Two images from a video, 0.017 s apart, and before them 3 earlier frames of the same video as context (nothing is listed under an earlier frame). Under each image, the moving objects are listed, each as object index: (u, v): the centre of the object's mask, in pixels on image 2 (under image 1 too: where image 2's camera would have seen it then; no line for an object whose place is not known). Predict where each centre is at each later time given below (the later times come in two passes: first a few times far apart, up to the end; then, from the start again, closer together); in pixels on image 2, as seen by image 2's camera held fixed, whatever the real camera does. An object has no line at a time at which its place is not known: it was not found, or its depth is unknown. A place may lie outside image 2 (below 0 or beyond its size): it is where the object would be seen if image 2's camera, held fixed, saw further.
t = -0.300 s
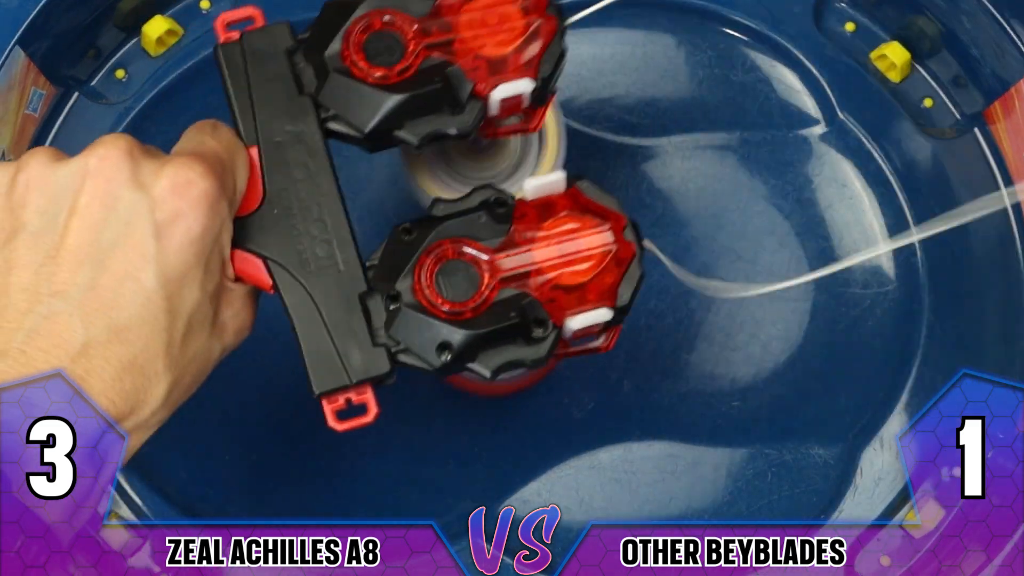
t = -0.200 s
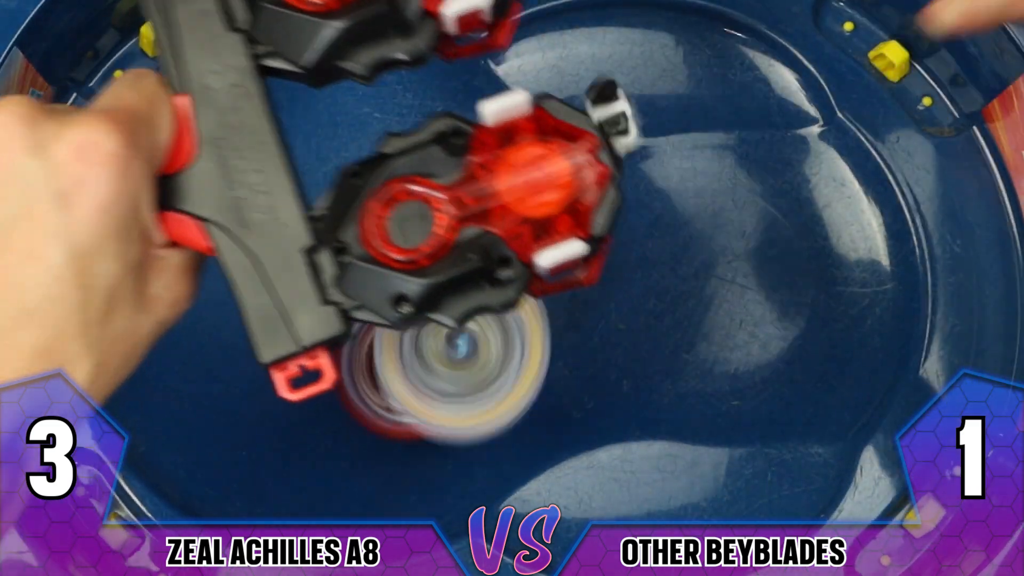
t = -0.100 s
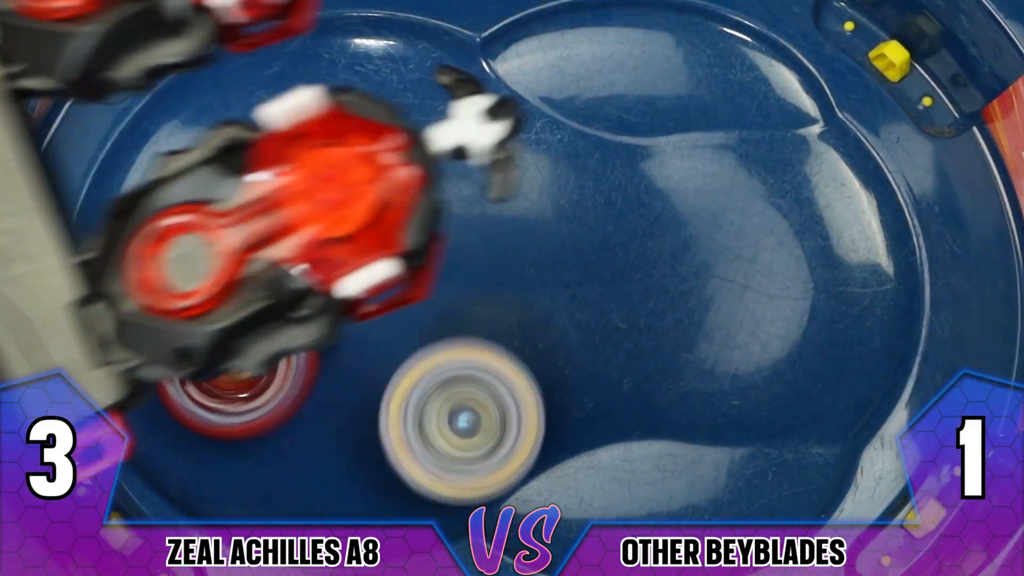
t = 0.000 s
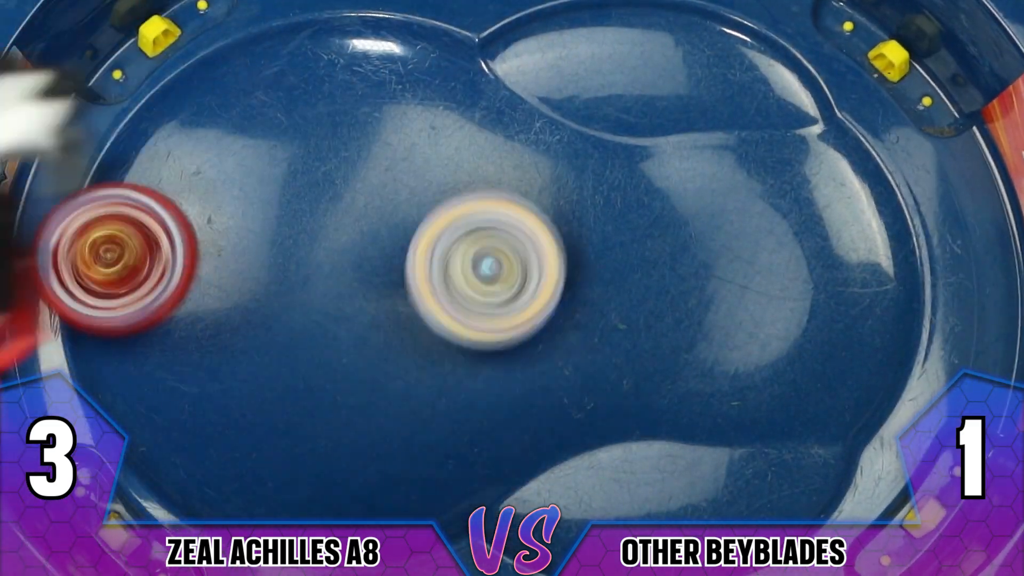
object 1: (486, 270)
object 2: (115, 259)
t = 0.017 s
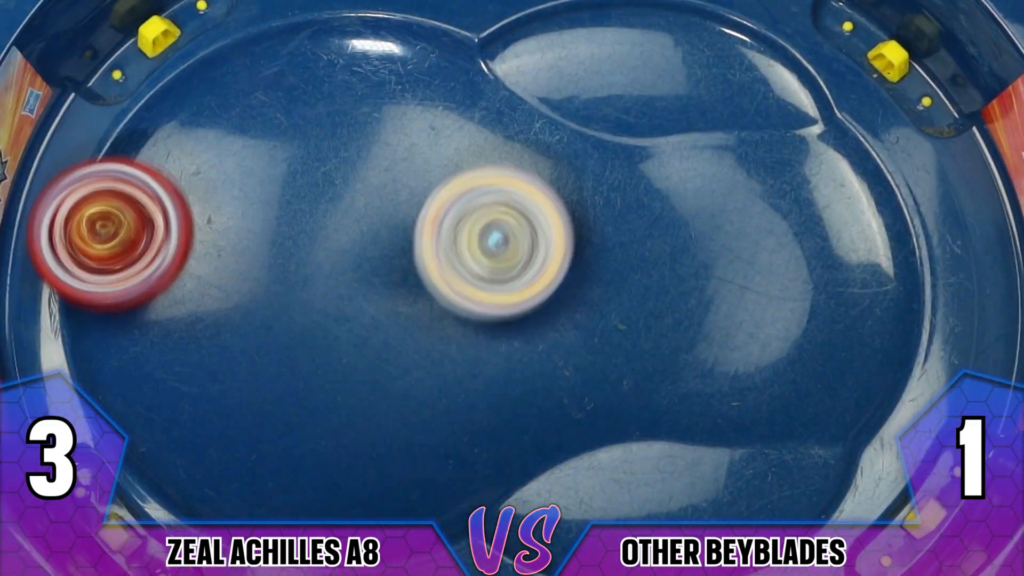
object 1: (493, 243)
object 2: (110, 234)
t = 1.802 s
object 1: (578, 26)
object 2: (516, 467)
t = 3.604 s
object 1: (358, 375)
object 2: (492, 244)
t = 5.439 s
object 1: (552, 327)
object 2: (751, 264)
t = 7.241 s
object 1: (317, 244)
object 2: (353, 415)
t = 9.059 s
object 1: (217, 317)
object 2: (581, 202)
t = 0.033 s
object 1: (502, 214)
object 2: (109, 208)
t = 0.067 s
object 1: (516, 155)
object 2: (120, 156)
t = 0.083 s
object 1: (516, 124)
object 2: (133, 131)
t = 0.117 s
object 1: (511, 70)
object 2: (172, 84)
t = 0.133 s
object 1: (506, 55)
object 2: (199, 67)
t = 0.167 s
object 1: (507, 40)
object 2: (266, 49)
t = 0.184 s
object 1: (509, 37)
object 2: (306, 45)
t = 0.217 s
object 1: (528, 32)
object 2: (382, 48)
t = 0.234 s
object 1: (576, 27)
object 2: (386, 59)
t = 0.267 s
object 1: (671, 23)
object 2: (396, 97)
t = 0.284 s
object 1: (718, 21)
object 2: (404, 124)
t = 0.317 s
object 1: (796, 31)
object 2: (420, 186)
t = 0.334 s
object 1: (834, 38)
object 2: (423, 218)
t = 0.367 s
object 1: (896, 69)
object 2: (419, 279)
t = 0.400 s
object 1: (943, 130)
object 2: (404, 337)
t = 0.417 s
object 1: (954, 167)
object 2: (392, 365)
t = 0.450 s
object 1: (966, 245)
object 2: (359, 413)
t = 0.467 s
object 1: (966, 287)
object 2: (337, 433)
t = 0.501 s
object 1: (952, 342)
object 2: (290, 455)
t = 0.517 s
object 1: (936, 372)
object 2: (266, 459)
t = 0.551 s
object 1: (870, 463)
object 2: (214, 463)
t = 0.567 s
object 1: (855, 480)
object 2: (196, 455)
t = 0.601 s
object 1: (798, 496)
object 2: (157, 440)
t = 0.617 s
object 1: (763, 502)
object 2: (145, 425)
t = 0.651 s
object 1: (687, 505)
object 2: (117, 386)
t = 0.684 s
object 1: (612, 504)
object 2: (102, 336)
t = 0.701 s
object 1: (579, 498)
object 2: (97, 315)
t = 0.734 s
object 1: (533, 479)
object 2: (99, 259)
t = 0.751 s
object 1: (513, 466)
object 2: (104, 228)
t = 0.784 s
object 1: (475, 437)
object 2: (124, 163)
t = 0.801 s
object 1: (458, 424)
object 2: (144, 132)
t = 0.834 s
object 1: (430, 380)
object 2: (203, 79)
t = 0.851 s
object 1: (416, 355)
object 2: (237, 64)
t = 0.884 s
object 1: (384, 300)
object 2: (314, 51)
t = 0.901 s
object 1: (366, 274)
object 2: (356, 51)
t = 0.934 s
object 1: (322, 224)
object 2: (440, 64)
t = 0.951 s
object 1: (295, 201)
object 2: (478, 79)
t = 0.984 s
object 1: (242, 164)
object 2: (551, 136)
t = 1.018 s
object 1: (193, 139)
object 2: (614, 201)
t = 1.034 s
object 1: (170, 131)
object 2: (640, 236)
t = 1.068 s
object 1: (129, 125)
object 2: (682, 306)
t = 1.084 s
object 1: (114, 128)
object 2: (700, 342)
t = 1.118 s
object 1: (95, 147)
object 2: (722, 411)
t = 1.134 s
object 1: (92, 160)
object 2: (728, 439)
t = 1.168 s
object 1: (98, 198)
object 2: (732, 475)
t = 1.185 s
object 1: (106, 220)
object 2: (728, 487)
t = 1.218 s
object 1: (131, 270)
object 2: (712, 502)
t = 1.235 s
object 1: (146, 296)
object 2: (698, 503)
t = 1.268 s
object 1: (182, 350)
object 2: (665, 505)
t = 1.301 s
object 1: (230, 400)
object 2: (613, 517)
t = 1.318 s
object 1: (263, 418)
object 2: (602, 521)
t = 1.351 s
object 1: (334, 440)
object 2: (566, 523)
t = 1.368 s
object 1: (369, 441)
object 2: (557, 524)
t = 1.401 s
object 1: (437, 430)
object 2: (553, 534)
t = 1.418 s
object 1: (469, 418)
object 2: (520, 539)
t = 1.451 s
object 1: (526, 387)
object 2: (509, 533)
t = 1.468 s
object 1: (553, 366)
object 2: (508, 535)
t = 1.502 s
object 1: (598, 315)
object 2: (508, 530)
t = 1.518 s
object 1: (616, 288)
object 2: (511, 529)
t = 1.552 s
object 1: (643, 233)
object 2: (522, 533)
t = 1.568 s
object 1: (651, 206)
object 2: (519, 525)
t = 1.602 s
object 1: (665, 148)
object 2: (532, 512)
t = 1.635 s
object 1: (666, 94)
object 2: (556, 525)
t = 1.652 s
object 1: (664, 72)
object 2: (558, 523)
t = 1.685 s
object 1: (658, 45)
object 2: (546, 507)
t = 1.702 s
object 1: (652, 34)
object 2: (546, 507)
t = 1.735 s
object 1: (635, 22)
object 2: (533, 505)
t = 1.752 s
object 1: (621, 21)
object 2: (529, 501)
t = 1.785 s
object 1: (593, 22)
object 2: (523, 481)
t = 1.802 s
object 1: (578, 26)
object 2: (516, 467)
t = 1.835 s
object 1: (550, 27)
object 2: (501, 431)
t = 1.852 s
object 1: (536, 30)
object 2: (494, 412)
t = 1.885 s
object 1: (507, 31)
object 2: (469, 368)
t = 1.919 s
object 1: (486, 32)
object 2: (447, 329)
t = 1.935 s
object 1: (478, 32)
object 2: (439, 313)
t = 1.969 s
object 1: (467, 29)
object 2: (421, 284)
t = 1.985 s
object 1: (463, 28)
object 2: (415, 272)
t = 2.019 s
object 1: (464, 24)
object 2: (407, 255)
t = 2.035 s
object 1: (469, 20)
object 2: (404, 246)
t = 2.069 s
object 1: (475, 17)
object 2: (406, 233)
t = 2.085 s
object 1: (480, 19)
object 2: (409, 230)
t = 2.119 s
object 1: (500, 21)
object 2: (420, 223)
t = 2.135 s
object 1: (511, 21)
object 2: (427, 221)
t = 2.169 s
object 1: (534, 23)
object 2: (439, 220)
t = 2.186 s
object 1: (546, 26)
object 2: (445, 219)
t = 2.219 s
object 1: (564, 33)
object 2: (457, 220)
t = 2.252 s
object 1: (580, 46)
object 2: (464, 225)
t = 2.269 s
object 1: (590, 58)
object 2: (468, 228)
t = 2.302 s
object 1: (599, 78)
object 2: (472, 234)
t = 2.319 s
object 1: (603, 92)
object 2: (471, 237)
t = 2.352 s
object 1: (620, 121)
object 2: (467, 242)
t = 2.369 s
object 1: (626, 134)
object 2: (463, 245)
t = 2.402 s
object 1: (631, 165)
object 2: (454, 249)
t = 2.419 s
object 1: (631, 181)
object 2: (450, 251)
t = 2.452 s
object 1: (629, 206)
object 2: (436, 257)
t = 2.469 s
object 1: (626, 216)
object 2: (428, 259)
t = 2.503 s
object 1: (626, 232)
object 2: (412, 263)
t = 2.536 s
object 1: (629, 240)
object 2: (393, 263)
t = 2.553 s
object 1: (632, 245)
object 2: (387, 264)
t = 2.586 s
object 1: (641, 247)
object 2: (370, 263)
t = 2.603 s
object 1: (643, 248)
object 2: (361, 261)
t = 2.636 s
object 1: (652, 251)
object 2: (345, 259)
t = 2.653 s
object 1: (655, 253)
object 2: (337, 257)
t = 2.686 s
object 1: (660, 257)
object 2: (326, 253)
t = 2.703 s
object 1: (662, 259)
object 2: (320, 248)
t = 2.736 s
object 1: (663, 262)
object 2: (314, 238)
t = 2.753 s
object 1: (665, 264)
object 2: (312, 234)
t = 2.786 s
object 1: (667, 268)
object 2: (314, 219)
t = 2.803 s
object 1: (666, 270)
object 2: (319, 214)
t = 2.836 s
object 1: (666, 275)
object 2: (328, 201)
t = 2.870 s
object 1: (663, 278)
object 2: (342, 194)
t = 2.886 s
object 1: (663, 280)
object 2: (348, 192)
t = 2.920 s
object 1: (660, 283)
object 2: (362, 193)
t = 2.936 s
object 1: (658, 286)
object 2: (367, 195)
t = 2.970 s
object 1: (653, 290)
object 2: (378, 202)
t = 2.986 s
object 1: (649, 292)
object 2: (381, 207)
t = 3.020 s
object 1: (642, 295)
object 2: (383, 219)
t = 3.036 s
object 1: (638, 295)
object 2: (383, 227)
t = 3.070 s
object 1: (628, 298)
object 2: (374, 244)
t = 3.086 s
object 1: (623, 299)
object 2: (368, 251)
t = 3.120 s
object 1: (609, 302)
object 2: (351, 267)
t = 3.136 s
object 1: (602, 303)
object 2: (342, 274)
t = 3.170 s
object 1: (585, 304)
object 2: (320, 290)
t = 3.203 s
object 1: (568, 305)
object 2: (295, 299)
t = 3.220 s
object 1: (557, 306)
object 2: (283, 301)
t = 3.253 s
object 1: (537, 307)
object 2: (259, 292)
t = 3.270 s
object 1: (526, 306)
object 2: (252, 286)
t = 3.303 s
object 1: (503, 310)
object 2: (238, 263)
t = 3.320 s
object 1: (491, 311)
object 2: (236, 249)
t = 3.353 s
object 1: (465, 315)
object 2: (239, 217)
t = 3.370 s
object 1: (453, 318)
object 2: (247, 201)
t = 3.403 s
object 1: (426, 325)
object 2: (270, 170)
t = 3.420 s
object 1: (414, 329)
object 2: (289, 159)
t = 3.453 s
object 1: (392, 337)
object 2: (329, 143)
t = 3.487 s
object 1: (377, 346)
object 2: (374, 144)
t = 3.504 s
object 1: (368, 352)
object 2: (395, 149)
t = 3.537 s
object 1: (360, 361)
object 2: (437, 172)
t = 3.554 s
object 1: (358, 364)
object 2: (455, 188)
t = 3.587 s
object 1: (357, 373)
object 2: (483, 225)
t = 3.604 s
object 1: (358, 375)
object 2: (492, 244)
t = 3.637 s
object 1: (363, 379)
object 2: (501, 285)
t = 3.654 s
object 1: (361, 382)
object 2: (506, 303)
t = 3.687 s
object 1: (343, 397)
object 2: (532, 337)
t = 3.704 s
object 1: (338, 402)
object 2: (539, 352)
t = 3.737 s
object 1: (332, 412)
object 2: (546, 382)
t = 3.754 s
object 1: (332, 416)
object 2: (543, 393)
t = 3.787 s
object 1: (338, 422)
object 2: (530, 410)
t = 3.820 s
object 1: (340, 422)
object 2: (511, 418)
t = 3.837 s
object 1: (327, 421)
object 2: (513, 422)
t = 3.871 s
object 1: (308, 415)
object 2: (505, 421)
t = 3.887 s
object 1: (301, 414)
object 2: (497, 421)
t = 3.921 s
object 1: (288, 409)
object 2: (476, 415)
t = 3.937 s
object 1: (285, 409)
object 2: (459, 414)
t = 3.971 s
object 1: (256, 405)
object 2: (457, 404)
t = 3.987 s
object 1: (236, 402)
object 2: (463, 396)
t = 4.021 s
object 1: (207, 393)
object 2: (482, 380)
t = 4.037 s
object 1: (198, 390)
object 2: (495, 369)
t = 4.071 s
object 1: (184, 385)
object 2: (521, 347)
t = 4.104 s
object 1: (179, 380)
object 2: (553, 326)
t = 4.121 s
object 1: (182, 379)
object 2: (573, 314)
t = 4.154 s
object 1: (188, 377)
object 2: (612, 291)
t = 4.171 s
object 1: (196, 376)
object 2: (633, 280)
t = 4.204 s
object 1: (208, 374)
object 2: (675, 256)
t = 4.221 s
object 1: (216, 371)
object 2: (695, 243)
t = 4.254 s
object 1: (231, 359)
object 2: (736, 215)
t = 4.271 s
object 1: (238, 348)
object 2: (755, 201)
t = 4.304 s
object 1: (252, 325)
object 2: (795, 177)
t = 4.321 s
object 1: (256, 310)
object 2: (817, 167)
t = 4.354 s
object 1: (265, 280)
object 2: (857, 159)
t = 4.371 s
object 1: (267, 266)
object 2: (874, 162)
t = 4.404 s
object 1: (270, 232)
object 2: (899, 177)
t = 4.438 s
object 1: (269, 203)
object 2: (918, 196)
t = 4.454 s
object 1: (267, 191)
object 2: (927, 205)
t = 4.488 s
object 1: (260, 167)
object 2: (944, 214)
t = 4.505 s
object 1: (258, 158)
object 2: (948, 215)
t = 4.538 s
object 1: (248, 142)
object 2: (958, 212)
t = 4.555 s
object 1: (245, 137)
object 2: (962, 206)
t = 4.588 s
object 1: (234, 132)
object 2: (958, 198)
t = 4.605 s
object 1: (229, 130)
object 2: (954, 193)
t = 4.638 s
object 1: (220, 136)
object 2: (943, 175)
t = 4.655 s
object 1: (215, 144)
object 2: (933, 162)
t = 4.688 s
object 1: (205, 160)
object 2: (912, 134)
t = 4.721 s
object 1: (204, 189)
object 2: (887, 101)
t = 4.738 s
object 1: (209, 207)
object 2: (875, 85)
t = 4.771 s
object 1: (229, 238)
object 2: (849, 58)
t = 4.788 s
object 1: (246, 251)
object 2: (835, 49)
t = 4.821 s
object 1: (284, 272)
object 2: (810, 32)
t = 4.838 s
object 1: (304, 277)
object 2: (794, 30)
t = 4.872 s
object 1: (344, 281)
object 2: (757, 30)
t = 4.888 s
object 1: (361, 280)
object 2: (741, 31)
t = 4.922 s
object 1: (398, 271)
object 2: (707, 36)
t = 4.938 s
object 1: (417, 266)
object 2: (692, 42)
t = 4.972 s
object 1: (453, 248)
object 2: (667, 56)
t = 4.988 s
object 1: (471, 235)
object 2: (659, 62)
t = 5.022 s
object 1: (509, 210)
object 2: (639, 74)
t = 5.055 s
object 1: (523, 203)
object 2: (629, 68)
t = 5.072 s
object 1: (518, 209)
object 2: (637, 57)
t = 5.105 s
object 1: (516, 221)
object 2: (651, 47)
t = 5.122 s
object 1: (519, 226)
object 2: (661, 43)
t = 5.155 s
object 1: (524, 236)
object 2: (686, 40)
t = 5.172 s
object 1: (526, 241)
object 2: (699, 40)
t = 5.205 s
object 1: (537, 253)
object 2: (730, 46)
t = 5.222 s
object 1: (541, 260)
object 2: (746, 53)
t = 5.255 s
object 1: (547, 269)
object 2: (775, 71)
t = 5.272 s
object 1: (551, 275)
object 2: (783, 86)
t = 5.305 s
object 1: (555, 287)
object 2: (788, 123)
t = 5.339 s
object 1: (553, 297)
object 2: (788, 165)
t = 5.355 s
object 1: (552, 304)
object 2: (789, 186)
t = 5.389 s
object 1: (551, 313)
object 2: (781, 223)
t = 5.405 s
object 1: (551, 317)
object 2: (773, 238)
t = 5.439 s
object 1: (552, 327)
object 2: (751, 264)
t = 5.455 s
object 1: (553, 330)
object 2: (737, 276)
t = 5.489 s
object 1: (549, 336)
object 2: (707, 298)
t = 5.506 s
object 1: (533, 345)
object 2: (709, 304)
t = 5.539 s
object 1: (498, 360)
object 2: (713, 316)
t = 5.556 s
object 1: (480, 365)
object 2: (713, 324)
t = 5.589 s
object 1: (452, 378)
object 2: (710, 336)
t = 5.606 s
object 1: (440, 382)
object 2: (707, 342)
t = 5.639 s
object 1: (416, 389)
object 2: (698, 353)
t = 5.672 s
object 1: (395, 394)
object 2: (685, 361)
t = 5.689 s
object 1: (383, 395)
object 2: (676, 365)
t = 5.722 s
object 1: (364, 400)
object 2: (657, 369)
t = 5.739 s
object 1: (356, 401)
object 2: (644, 371)
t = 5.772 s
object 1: (337, 401)
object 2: (612, 373)
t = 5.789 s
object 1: (329, 402)
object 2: (592, 373)
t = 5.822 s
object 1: (316, 400)
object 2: (552, 371)
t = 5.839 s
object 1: (311, 401)
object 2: (531, 370)
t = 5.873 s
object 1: (304, 399)
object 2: (492, 362)
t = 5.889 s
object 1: (299, 396)
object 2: (476, 356)
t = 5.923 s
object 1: (291, 394)
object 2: (451, 338)
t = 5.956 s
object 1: (272, 388)
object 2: (446, 319)
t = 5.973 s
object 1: (266, 387)
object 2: (446, 309)
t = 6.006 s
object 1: (255, 380)
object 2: (450, 291)
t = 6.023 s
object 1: (250, 378)
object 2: (453, 282)
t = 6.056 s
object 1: (246, 370)
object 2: (457, 263)
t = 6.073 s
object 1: (245, 366)
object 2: (457, 255)
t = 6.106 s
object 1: (246, 356)
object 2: (456, 238)
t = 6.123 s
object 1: (245, 352)
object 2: (456, 231)
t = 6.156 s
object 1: (249, 339)
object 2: (457, 215)
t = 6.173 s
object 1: (248, 330)
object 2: (460, 208)
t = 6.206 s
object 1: (252, 314)
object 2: (466, 195)
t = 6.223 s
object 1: (252, 303)
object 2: (471, 187)
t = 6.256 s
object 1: (253, 285)
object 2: (483, 180)
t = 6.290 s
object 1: (252, 266)
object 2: (499, 175)
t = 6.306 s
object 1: (252, 256)
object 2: (505, 175)
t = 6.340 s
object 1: (246, 236)
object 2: (521, 177)
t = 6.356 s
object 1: (242, 229)
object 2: (528, 180)
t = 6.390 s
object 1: (235, 218)
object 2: (537, 187)
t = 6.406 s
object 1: (232, 215)
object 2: (541, 190)
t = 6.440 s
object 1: (227, 213)
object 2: (542, 198)
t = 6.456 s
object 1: (228, 215)
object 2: (540, 204)
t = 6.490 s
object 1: (233, 218)
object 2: (533, 216)
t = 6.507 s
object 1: (237, 224)
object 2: (529, 222)
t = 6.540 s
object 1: (249, 226)
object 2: (511, 234)
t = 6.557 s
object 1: (259, 229)
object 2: (501, 238)
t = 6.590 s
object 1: (278, 230)
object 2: (476, 250)
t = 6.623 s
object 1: (294, 224)
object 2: (452, 259)
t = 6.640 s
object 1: (290, 218)
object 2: (451, 264)
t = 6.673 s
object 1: (279, 206)
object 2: (450, 273)
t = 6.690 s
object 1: (274, 204)
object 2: (450, 279)
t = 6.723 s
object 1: (267, 205)
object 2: (452, 287)
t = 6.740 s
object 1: (264, 209)
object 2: (453, 293)
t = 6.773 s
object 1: (263, 216)
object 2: (453, 301)
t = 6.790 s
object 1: (266, 221)
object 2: (453, 306)
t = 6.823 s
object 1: (272, 230)
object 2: (450, 316)
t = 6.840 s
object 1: (279, 236)
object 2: (446, 322)
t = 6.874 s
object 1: (292, 243)
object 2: (436, 329)
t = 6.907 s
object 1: (297, 237)
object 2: (442, 343)
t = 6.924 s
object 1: (288, 229)
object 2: (454, 358)
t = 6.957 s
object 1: (271, 214)
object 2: (475, 383)
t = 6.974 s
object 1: (265, 210)
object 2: (480, 395)
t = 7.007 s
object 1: (250, 211)
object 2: (482, 413)
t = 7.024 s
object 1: (244, 214)
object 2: (480, 422)
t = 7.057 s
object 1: (237, 226)
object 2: (467, 434)
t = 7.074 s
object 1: (235, 230)
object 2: (459, 439)
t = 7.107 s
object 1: (243, 246)
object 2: (433, 447)
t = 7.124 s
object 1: (248, 253)
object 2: (420, 448)
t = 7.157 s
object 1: (263, 263)
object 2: (389, 448)
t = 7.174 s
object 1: (274, 269)
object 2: (374, 440)
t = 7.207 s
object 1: (300, 271)
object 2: (357, 418)
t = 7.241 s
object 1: (317, 244)
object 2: (353, 415)
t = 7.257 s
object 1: (323, 227)
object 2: (357, 412)
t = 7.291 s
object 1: (330, 196)
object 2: (358, 407)
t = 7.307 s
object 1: (332, 179)
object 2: (362, 402)
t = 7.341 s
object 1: (330, 152)
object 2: (370, 392)
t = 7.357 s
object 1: (328, 140)
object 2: (372, 385)
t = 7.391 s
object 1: (316, 125)
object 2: (386, 372)
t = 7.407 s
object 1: (309, 122)
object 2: (393, 364)
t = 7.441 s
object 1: (292, 125)
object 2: (413, 349)
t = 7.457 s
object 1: (285, 131)
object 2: (422, 342)
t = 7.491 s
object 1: (277, 149)
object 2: (446, 328)
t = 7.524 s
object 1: (279, 171)
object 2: (468, 319)
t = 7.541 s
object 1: (283, 184)
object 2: (481, 311)
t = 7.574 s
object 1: (297, 208)
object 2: (506, 303)
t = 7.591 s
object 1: (309, 220)
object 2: (518, 298)
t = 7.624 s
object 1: (331, 236)
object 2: (544, 290)
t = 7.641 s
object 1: (344, 242)
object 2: (556, 285)
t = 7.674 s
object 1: (371, 248)
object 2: (581, 278)
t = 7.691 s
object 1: (385, 250)
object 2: (592, 274)
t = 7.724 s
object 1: (419, 251)
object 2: (616, 268)
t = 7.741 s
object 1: (434, 251)
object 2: (625, 265)
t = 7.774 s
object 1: (468, 250)
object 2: (644, 262)
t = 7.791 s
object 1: (484, 249)
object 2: (652, 260)
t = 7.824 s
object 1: (507, 244)
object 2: (674, 257)
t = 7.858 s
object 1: (511, 237)
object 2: (705, 258)
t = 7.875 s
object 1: (514, 237)
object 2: (719, 256)
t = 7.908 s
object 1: (515, 232)
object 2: (746, 257)
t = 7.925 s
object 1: (514, 229)
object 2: (759, 256)
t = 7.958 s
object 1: (512, 223)
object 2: (786, 257)
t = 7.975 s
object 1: (509, 223)
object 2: (798, 258)
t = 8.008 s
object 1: (504, 219)
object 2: (822, 263)
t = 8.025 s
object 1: (501, 217)
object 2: (832, 266)
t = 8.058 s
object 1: (491, 215)
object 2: (848, 282)
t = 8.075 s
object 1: (483, 215)
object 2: (851, 291)
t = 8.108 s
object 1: (472, 213)
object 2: (852, 316)
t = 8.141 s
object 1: (457, 215)
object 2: (840, 340)
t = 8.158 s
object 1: (453, 216)
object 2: (832, 352)
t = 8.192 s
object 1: (438, 220)
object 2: (805, 364)
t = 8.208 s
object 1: (428, 220)
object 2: (793, 367)
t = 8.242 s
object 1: (411, 225)
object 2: (763, 362)
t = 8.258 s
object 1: (405, 227)
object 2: (754, 357)
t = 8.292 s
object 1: (387, 234)
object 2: (729, 342)
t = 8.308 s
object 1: (378, 236)
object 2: (721, 334)
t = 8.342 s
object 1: (358, 245)
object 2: (699, 316)
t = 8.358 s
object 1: (351, 249)
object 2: (691, 307)
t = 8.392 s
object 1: (331, 261)
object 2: (671, 289)
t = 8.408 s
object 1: (322, 264)
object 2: (664, 280)
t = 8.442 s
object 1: (305, 278)
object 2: (646, 260)
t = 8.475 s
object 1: (293, 296)
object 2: (628, 241)
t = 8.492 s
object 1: (288, 307)
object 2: (620, 232)
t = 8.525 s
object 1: (287, 330)
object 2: (605, 214)
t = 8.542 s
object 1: (288, 342)
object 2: (598, 205)
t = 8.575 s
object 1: (300, 363)
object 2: (587, 188)
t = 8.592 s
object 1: (309, 373)
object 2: (583, 181)
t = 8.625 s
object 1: (329, 382)
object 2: (581, 170)
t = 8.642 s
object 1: (337, 383)
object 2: (582, 168)
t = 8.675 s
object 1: (356, 381)
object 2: (586, 166)
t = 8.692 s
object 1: (365, 377)
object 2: (586, 167)
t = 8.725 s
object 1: (379, 365)
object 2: (587, 172)
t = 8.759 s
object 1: (388, 350)
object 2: (582, 181)
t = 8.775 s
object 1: (390, 344)
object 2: (578, 186)
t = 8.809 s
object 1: (392, 326)
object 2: (559, 201)
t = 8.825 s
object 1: (393, 315)
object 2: (551, 206)
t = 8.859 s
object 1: (388, 295)
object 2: (526, 220)
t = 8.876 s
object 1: (369, 293)
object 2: (529, 216)
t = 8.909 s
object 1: (329, 295)
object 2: (539, 212)
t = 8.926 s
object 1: (309, 291)
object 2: (544, 209)
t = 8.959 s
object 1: (279, 291)
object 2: (556, 205)
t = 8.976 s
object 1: (264, 292)
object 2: (562, 203)
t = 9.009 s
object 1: (244, 300)
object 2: (573, 200)
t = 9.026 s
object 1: (233, 306)
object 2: (576, 202)
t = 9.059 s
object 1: (217, 317)
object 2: (581, 202)
